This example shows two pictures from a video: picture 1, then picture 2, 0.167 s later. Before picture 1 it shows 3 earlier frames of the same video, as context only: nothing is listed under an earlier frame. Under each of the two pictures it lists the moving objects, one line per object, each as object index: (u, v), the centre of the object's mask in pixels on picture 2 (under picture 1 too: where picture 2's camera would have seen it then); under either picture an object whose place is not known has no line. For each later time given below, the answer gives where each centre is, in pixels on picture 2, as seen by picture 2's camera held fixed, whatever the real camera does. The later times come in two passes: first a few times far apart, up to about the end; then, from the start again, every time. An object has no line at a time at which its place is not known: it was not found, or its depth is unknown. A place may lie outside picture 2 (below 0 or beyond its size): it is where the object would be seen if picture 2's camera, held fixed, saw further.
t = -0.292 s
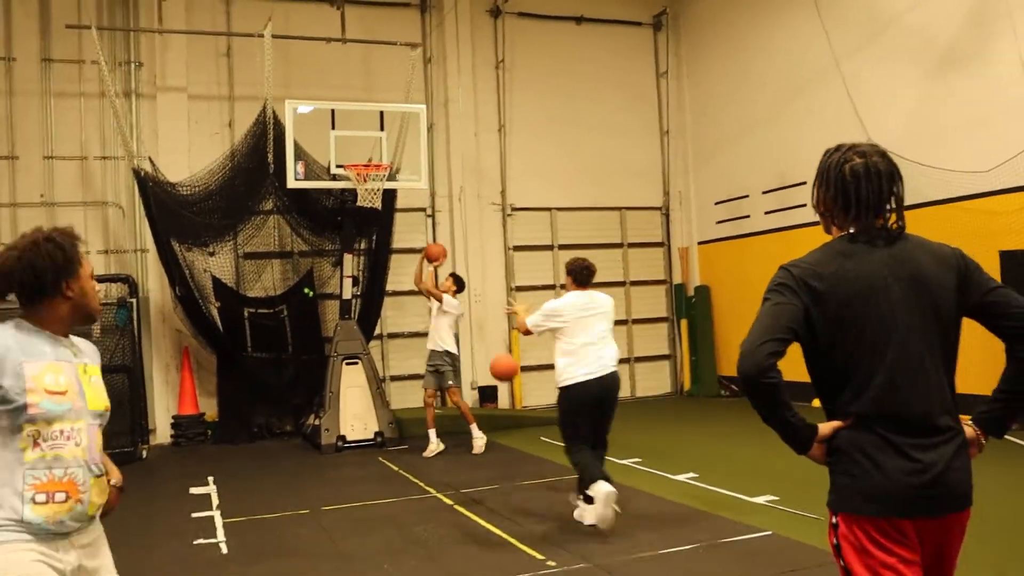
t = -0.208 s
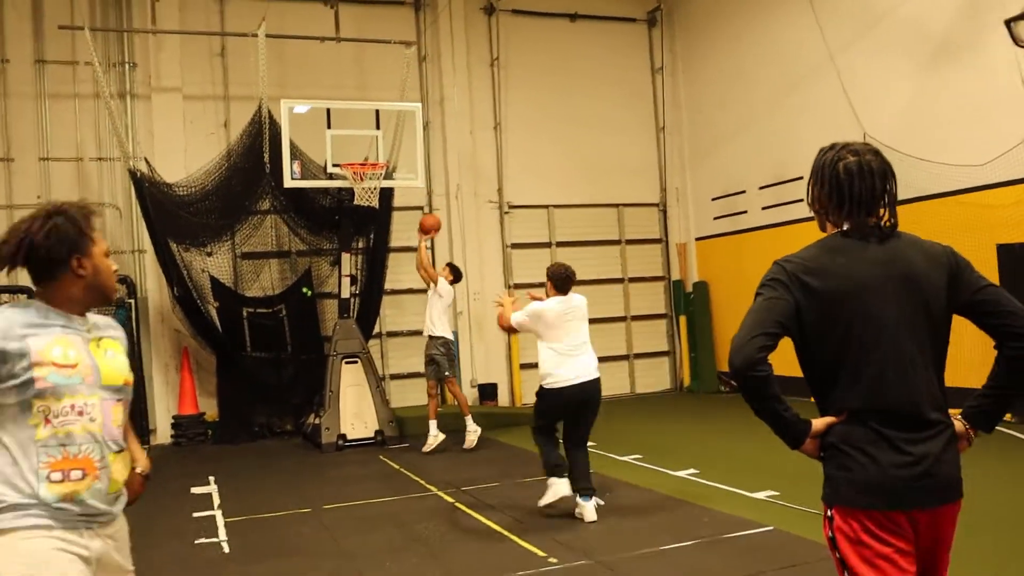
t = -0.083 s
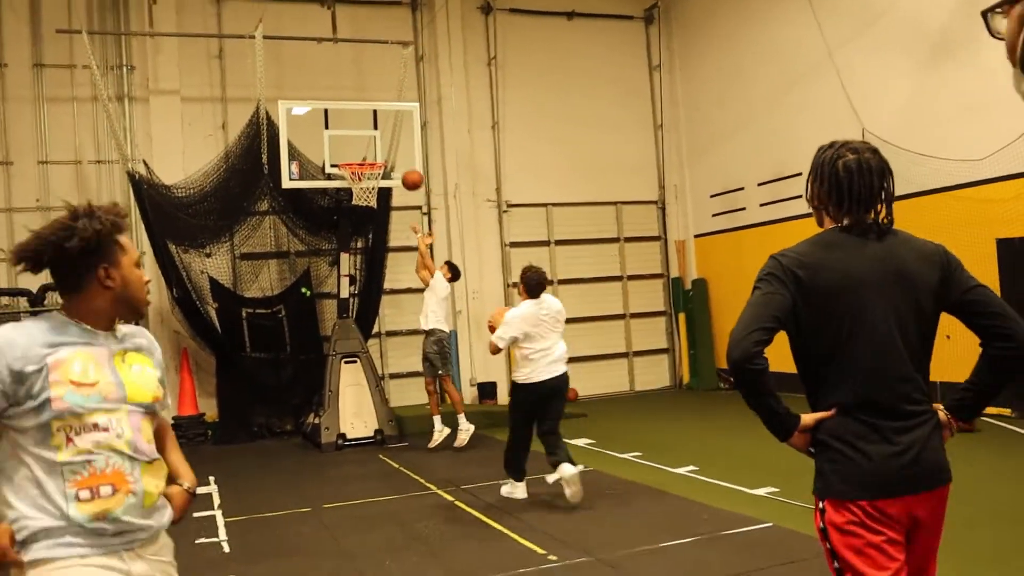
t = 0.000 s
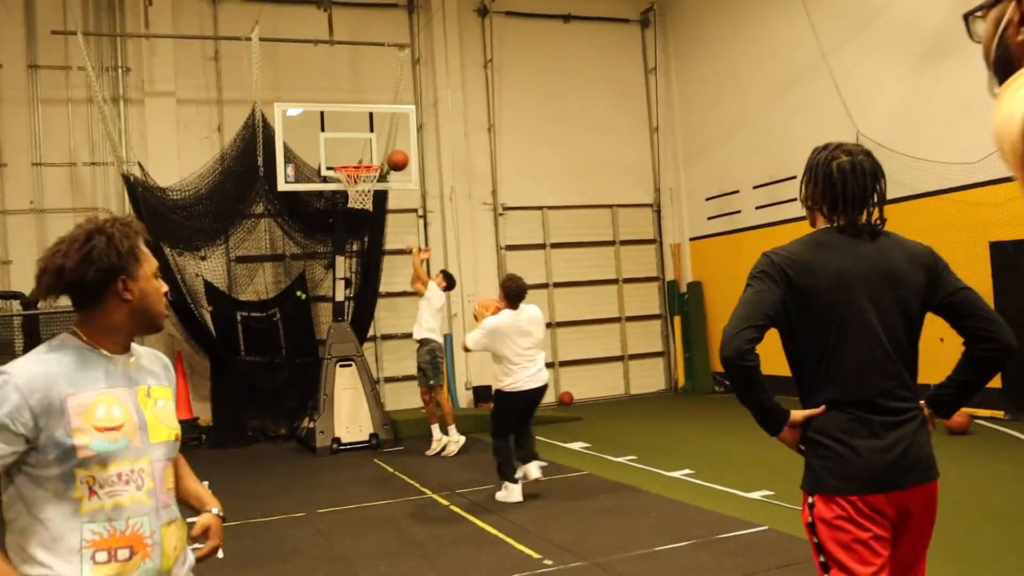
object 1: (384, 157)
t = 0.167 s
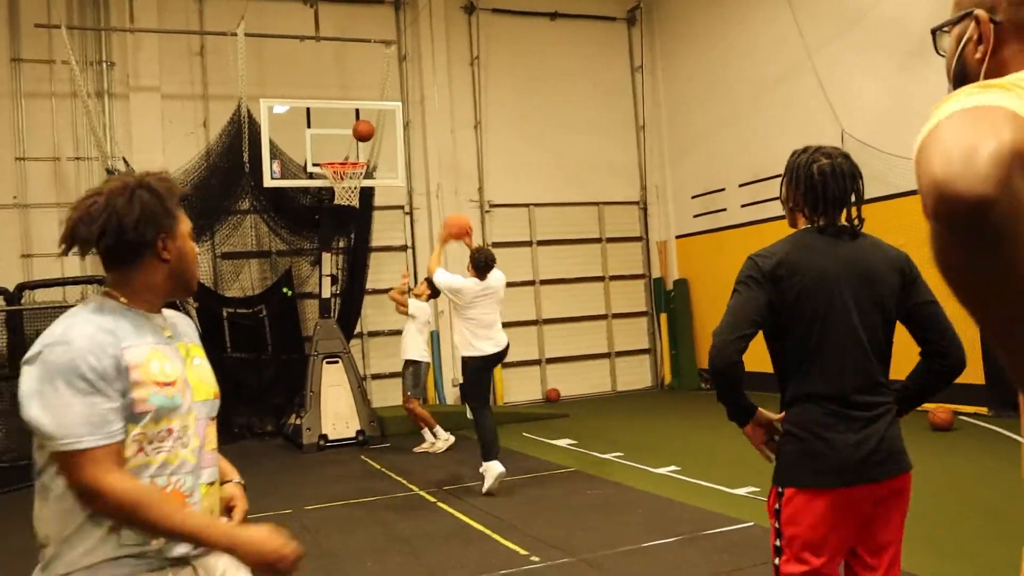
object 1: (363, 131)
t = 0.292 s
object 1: (349, 128)
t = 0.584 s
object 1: (329, 143)
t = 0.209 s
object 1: (358, 128)
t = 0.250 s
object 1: (354, 127)
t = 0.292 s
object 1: (349, 128)
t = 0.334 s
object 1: (344, 130)
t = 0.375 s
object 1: (340, 134)
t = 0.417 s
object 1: (335, 139)
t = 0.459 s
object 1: (331, 146)
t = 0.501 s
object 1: (327, 153)
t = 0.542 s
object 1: (328, 149)
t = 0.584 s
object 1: (329, 143)
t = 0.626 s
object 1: (331, 139)
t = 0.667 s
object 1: (332, 136)
